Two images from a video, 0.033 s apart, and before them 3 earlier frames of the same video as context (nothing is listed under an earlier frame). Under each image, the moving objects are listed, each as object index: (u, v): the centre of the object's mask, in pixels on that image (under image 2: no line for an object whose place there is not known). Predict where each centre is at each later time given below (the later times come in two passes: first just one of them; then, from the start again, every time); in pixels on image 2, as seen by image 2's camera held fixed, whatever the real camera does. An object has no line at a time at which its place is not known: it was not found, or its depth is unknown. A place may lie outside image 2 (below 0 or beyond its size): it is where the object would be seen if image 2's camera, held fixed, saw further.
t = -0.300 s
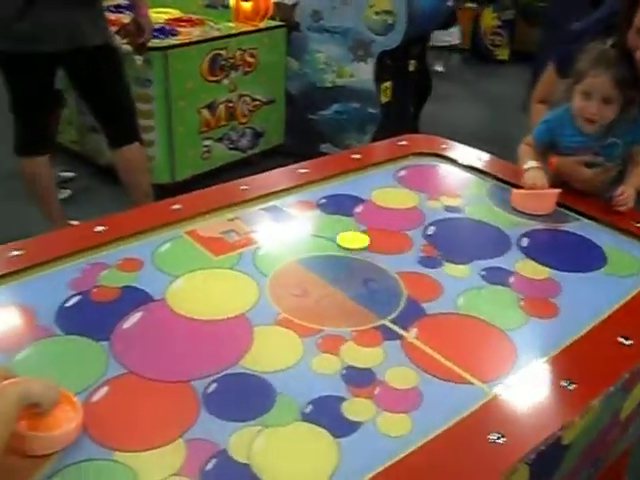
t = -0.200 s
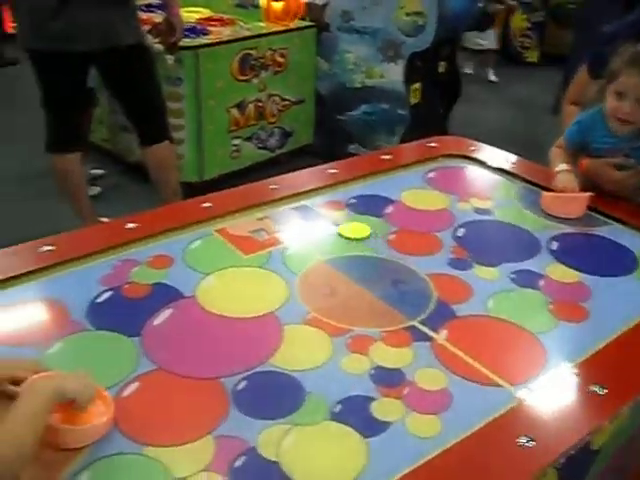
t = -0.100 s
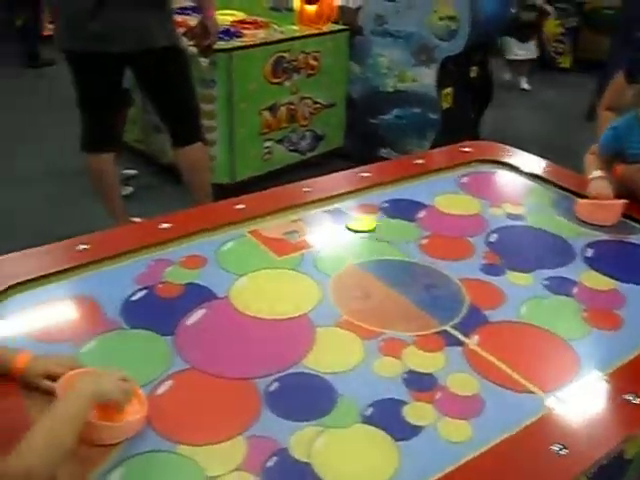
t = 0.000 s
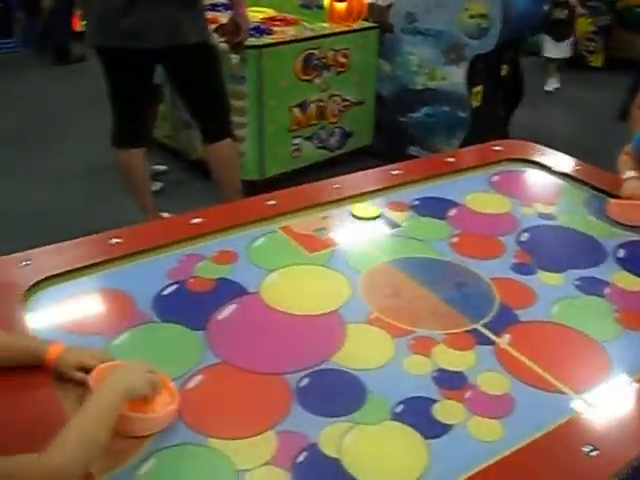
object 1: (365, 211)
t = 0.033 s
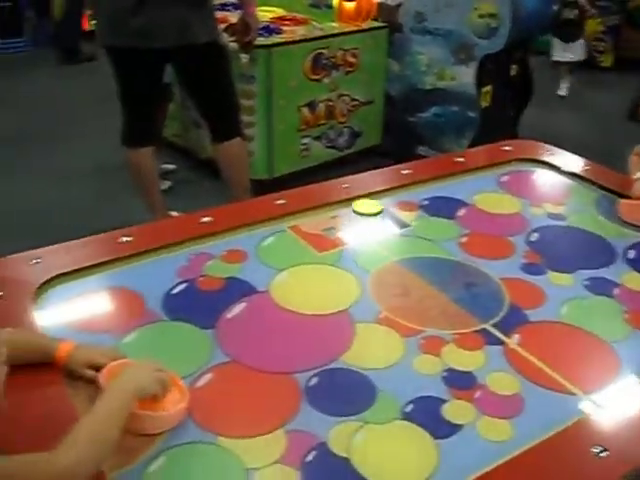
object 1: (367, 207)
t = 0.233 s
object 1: (361, 219)
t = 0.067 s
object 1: (360, 204)
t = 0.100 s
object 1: (355, 204)
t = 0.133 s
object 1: (356, 206)
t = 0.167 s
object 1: (357, 210)
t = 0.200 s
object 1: (359, 215)
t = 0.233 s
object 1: (361, 219)
